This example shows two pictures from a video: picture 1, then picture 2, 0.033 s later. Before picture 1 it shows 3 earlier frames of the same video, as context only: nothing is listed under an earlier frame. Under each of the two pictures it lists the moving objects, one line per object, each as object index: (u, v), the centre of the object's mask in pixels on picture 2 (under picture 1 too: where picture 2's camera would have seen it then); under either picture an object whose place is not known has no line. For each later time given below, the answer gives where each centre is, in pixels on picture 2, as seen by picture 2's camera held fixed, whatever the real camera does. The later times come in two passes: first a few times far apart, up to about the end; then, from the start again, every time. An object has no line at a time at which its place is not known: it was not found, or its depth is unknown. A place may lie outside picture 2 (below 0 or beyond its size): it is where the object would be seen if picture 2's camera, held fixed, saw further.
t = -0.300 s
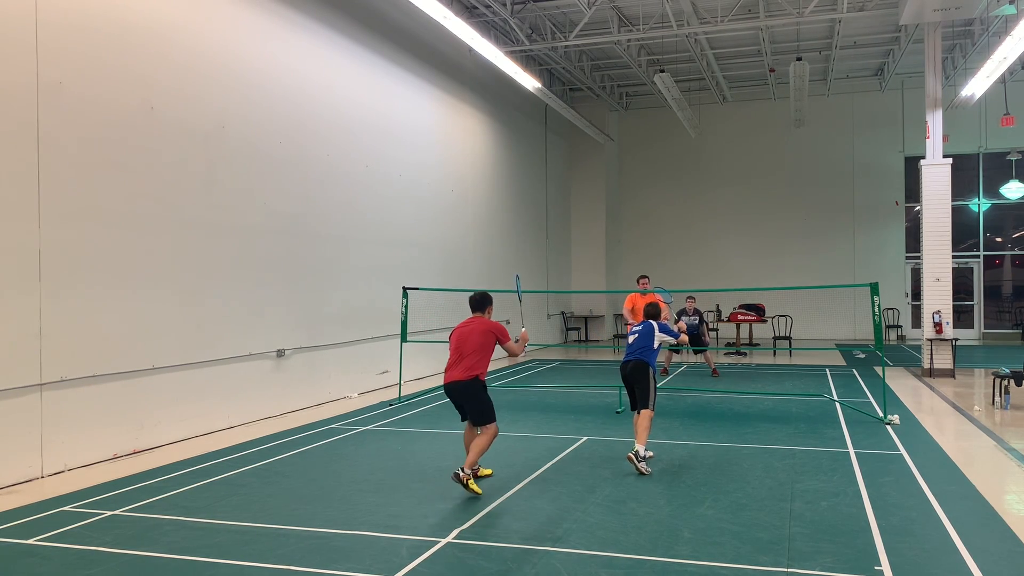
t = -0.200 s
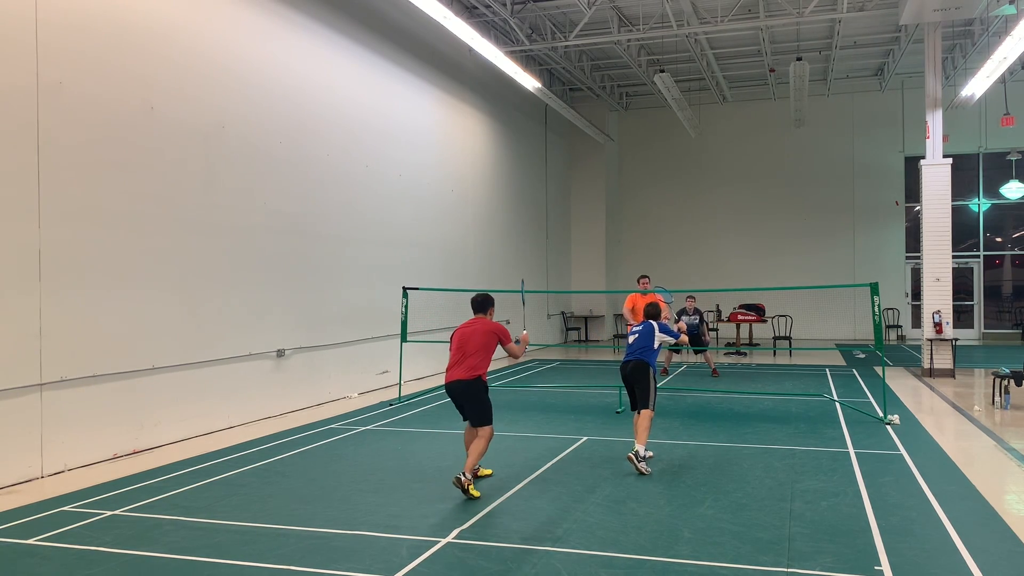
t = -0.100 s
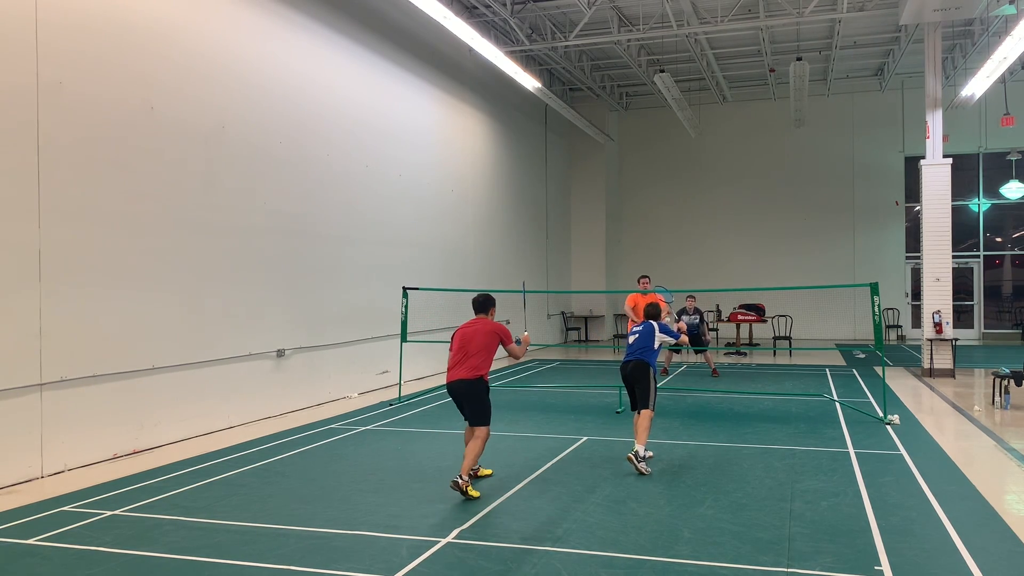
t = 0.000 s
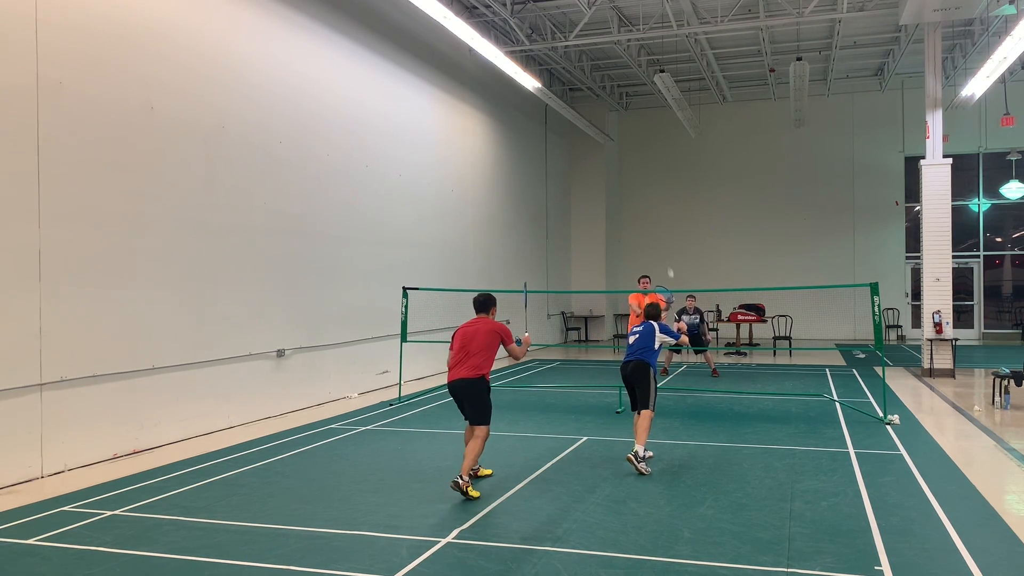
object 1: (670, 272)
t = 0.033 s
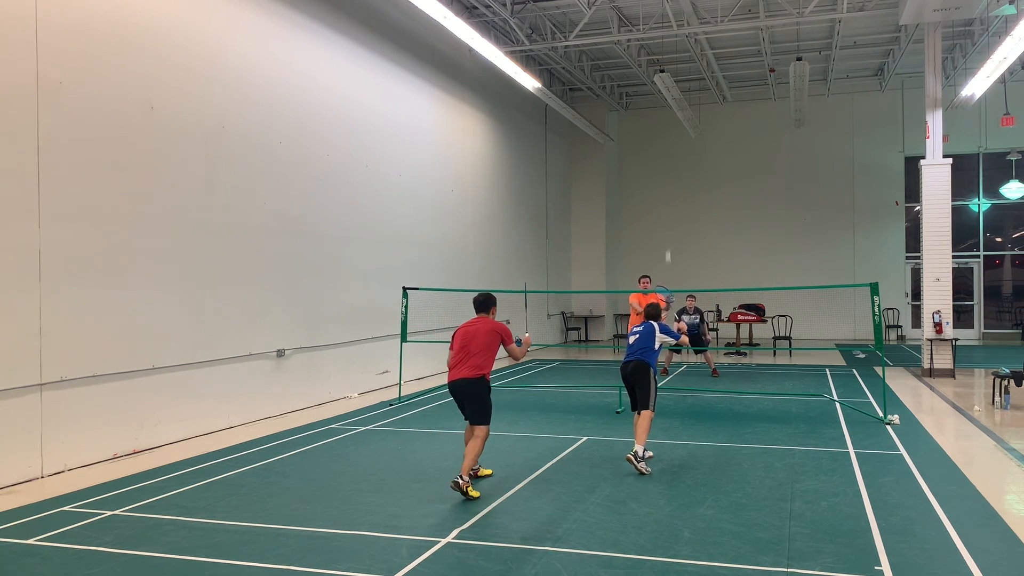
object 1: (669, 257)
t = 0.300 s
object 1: (667, 150)
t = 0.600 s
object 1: (660, 120)
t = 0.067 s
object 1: (669, 237)
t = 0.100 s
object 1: (669, 221)
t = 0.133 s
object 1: (670, 206)
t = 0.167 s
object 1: (668, 193)
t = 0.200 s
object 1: (668, 181)
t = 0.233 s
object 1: (668, 170)
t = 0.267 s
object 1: (668, 160)
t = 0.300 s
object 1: (667, 150)
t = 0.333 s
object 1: (666, 142)
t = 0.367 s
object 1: (666, 135)
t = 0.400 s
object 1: (665, 130)
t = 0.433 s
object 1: (664, 125)
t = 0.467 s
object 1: (663, 121)
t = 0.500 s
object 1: (662, 119)
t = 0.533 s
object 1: (662, 118)
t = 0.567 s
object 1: (661, 119)
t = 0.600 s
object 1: (660, 120)
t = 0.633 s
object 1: (659, 122)
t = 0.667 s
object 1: (659, 127)
